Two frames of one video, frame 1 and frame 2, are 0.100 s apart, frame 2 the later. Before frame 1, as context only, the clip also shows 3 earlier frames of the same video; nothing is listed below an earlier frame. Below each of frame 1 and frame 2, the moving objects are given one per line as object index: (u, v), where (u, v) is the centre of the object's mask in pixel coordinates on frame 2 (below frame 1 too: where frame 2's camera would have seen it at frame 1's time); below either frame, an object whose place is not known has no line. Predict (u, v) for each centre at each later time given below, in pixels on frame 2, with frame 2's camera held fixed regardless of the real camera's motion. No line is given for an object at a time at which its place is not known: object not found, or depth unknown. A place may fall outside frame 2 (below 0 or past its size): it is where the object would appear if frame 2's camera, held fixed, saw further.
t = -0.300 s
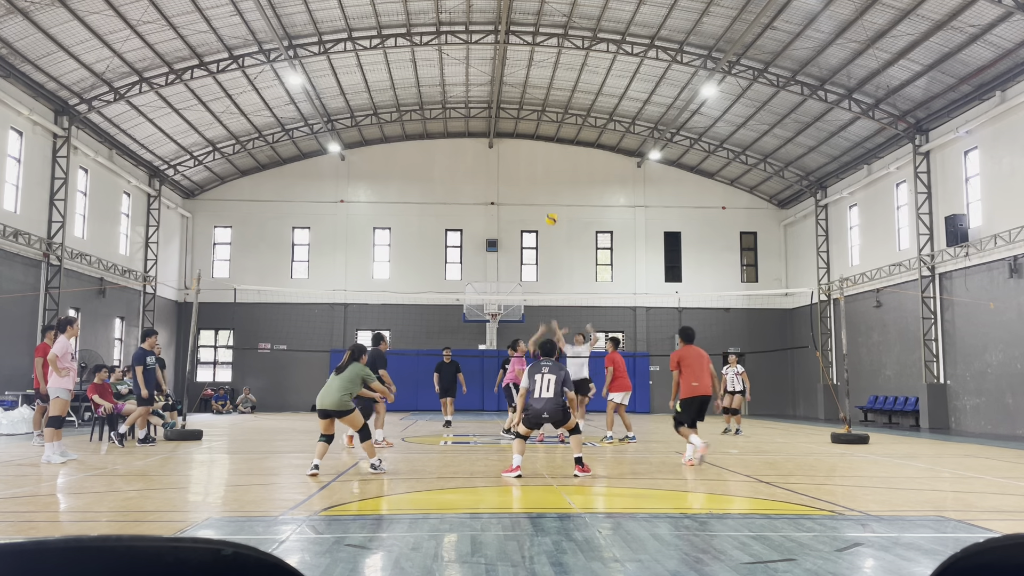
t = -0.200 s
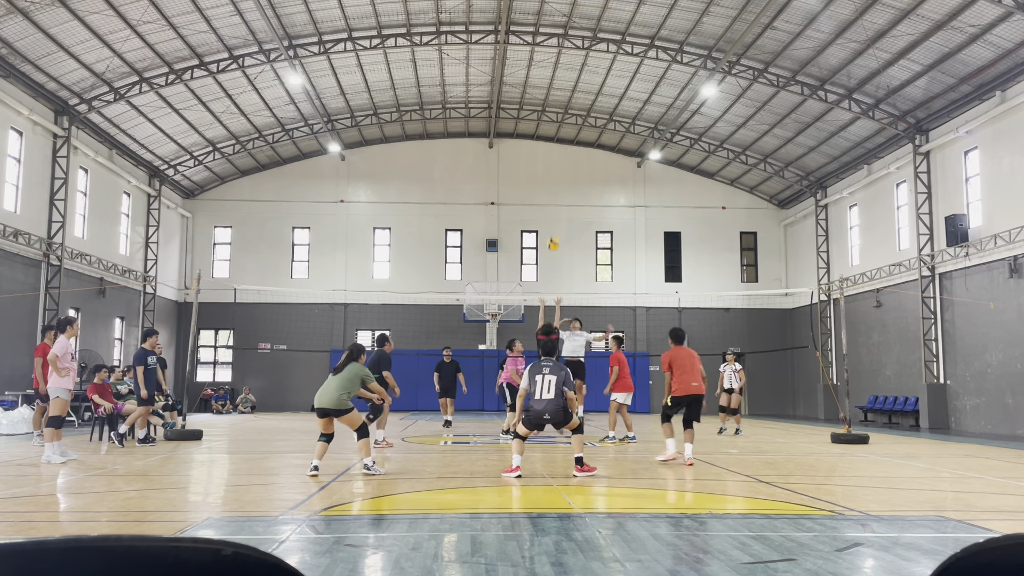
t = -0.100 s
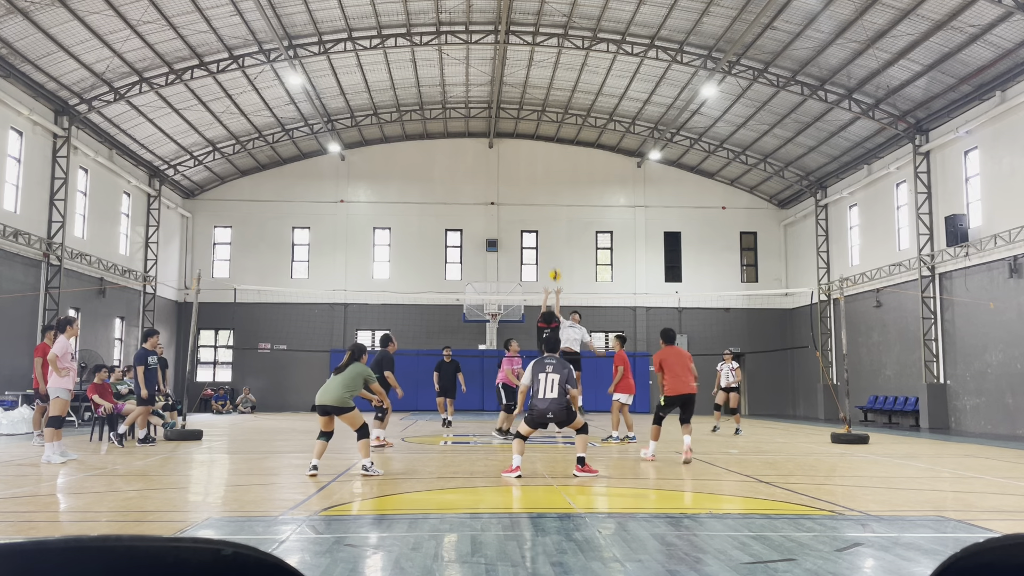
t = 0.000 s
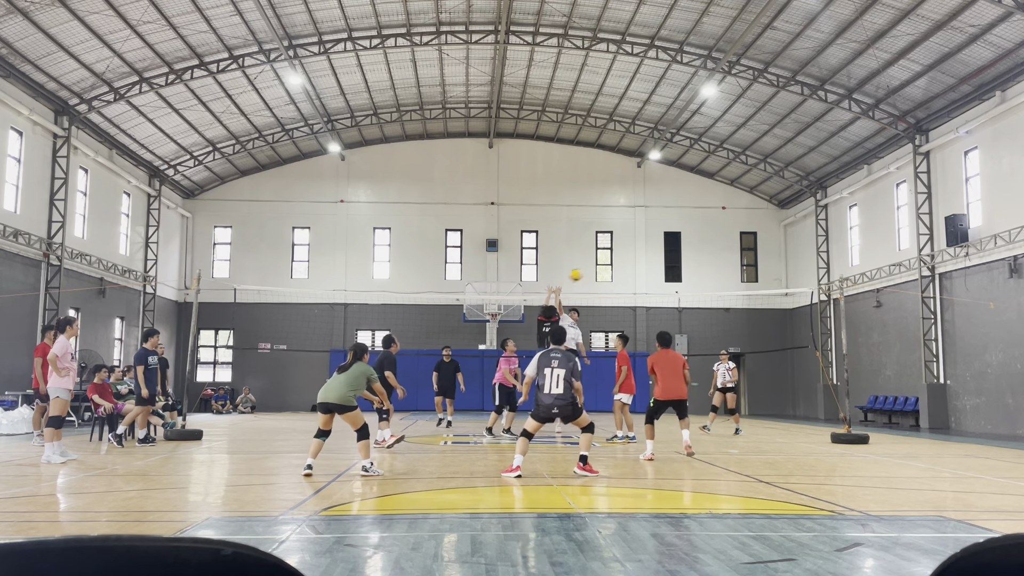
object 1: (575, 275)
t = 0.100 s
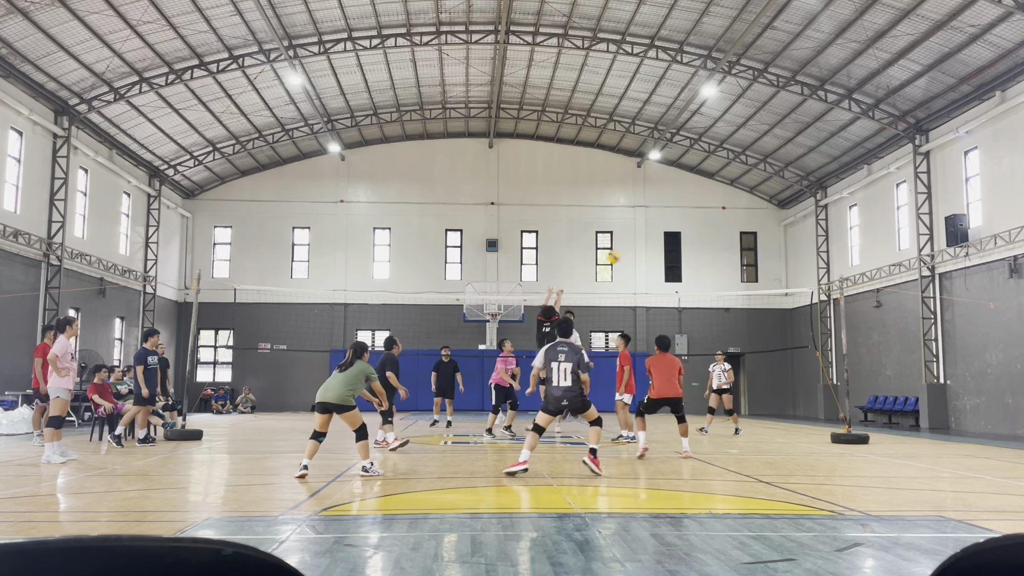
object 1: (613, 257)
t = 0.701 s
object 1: (1012, 332)
